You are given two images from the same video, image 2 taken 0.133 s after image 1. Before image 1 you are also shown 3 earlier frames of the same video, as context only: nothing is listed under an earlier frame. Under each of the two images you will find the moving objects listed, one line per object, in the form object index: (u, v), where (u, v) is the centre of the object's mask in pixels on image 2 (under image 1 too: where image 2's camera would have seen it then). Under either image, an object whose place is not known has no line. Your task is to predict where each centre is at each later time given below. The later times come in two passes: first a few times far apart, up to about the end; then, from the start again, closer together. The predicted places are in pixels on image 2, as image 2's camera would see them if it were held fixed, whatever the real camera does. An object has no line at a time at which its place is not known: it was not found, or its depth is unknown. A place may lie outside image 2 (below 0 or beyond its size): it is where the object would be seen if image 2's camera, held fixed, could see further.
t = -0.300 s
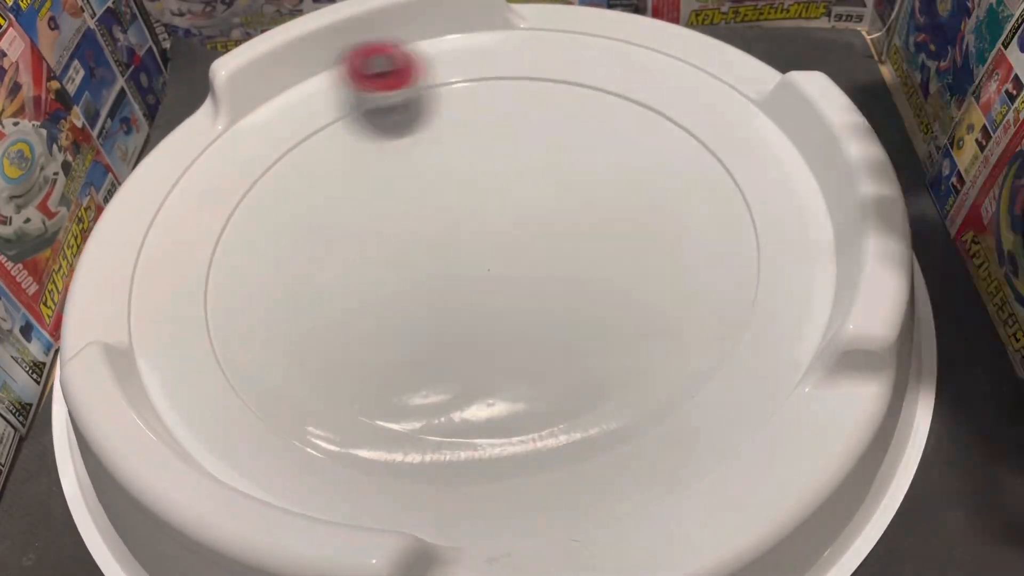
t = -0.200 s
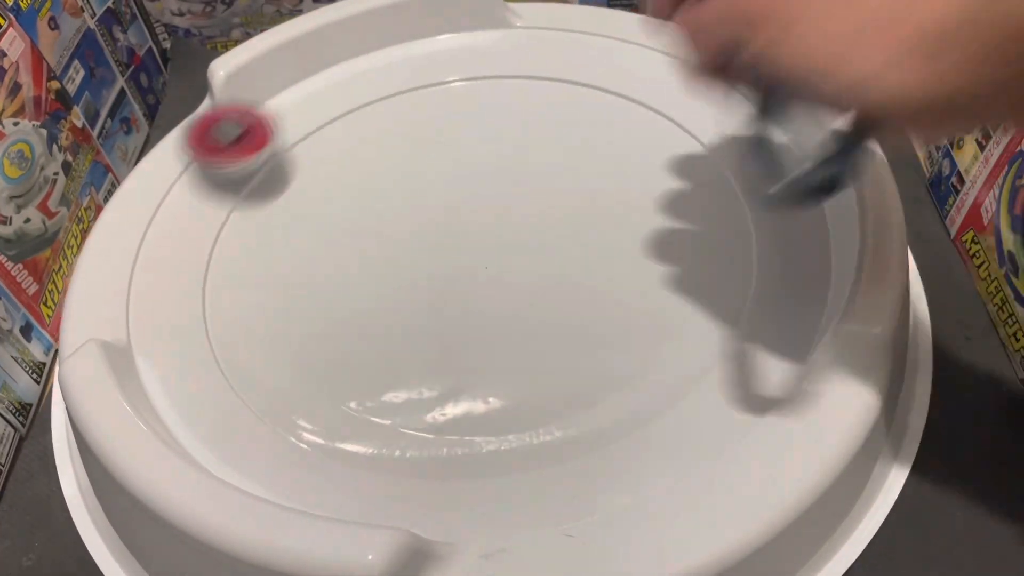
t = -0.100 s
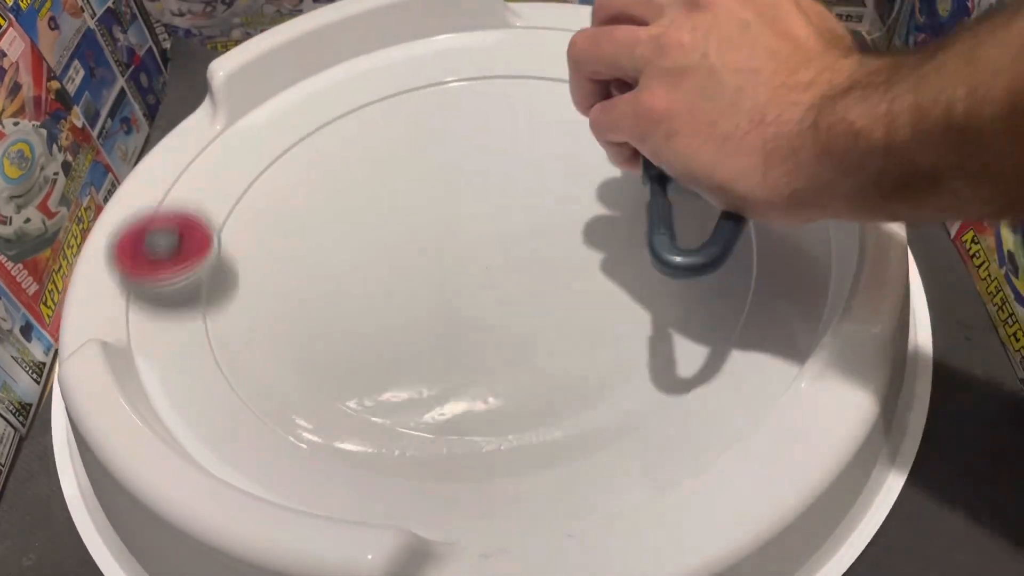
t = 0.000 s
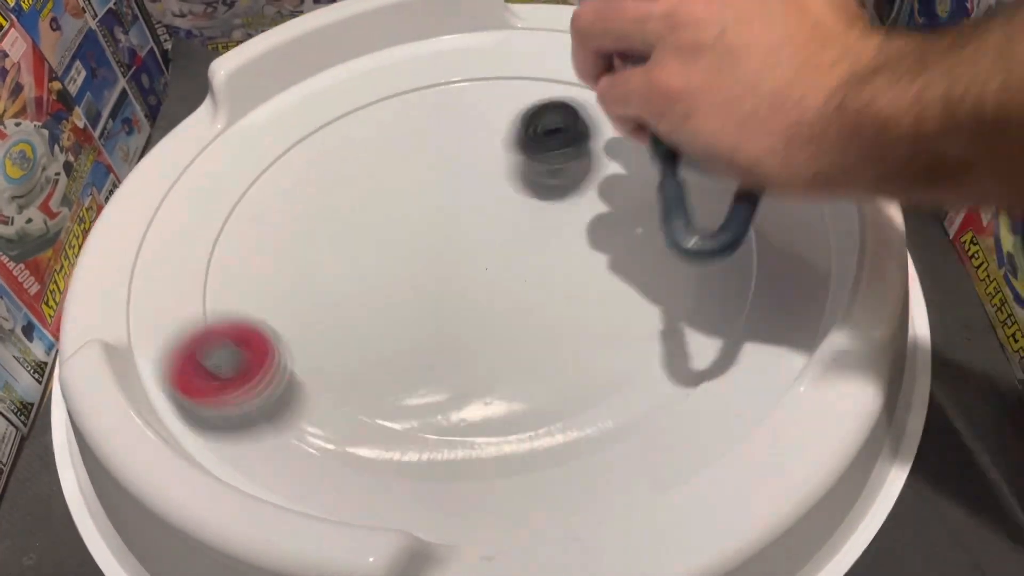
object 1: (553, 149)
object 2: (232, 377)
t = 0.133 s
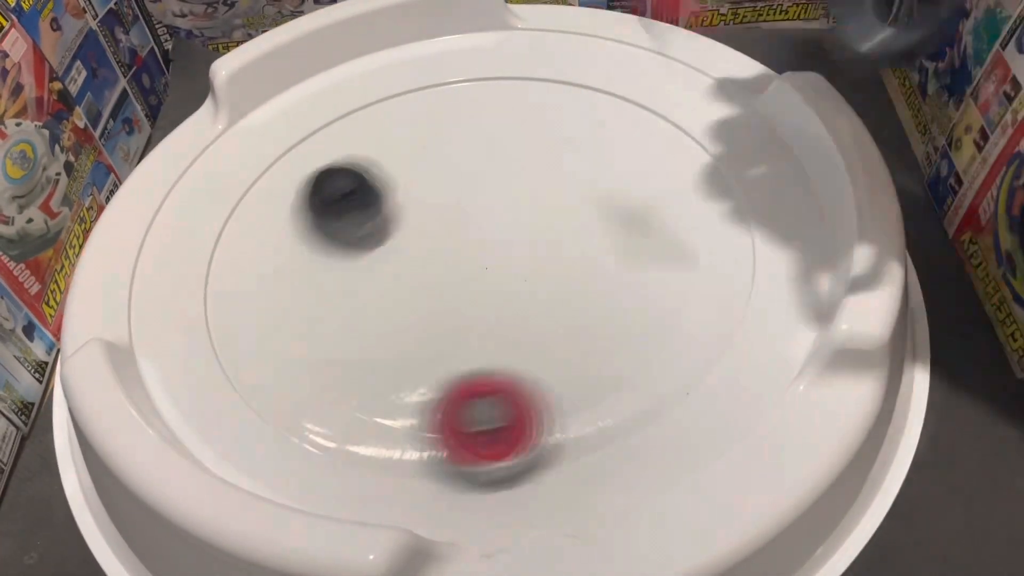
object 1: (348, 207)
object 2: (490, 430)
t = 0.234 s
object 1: (254, 329)
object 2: (670, 340)
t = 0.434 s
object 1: (650, 399)
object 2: (640, 101)
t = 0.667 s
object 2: (277, 155)
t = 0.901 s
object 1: (214, 255)
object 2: (362, 426)
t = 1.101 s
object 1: (624, 415)
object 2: (732, 305)
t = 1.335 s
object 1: (600, 136)
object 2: (531, 41)
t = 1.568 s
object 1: (194, 219)
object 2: (586, 127)
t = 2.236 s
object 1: (640, 154)
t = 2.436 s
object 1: (377, 99)
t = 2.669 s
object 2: (714, 198)
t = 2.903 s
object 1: (644, 295)
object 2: (535, 136)
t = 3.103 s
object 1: (603, 92)
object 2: (391, 279)
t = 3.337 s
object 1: (311, 164)
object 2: (556, 414)
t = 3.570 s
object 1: (461, 379)
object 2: (689, 257)
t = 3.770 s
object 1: (741, 247)
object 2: (490, 195)
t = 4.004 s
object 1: (536, 94)
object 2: (272, 302)
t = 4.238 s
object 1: (318, 266)
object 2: (414, 433)
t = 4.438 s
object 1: (494, 439)
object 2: (576, 291)
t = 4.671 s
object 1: (727, 226)
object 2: (435, 150)
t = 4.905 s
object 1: (469, 144)
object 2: (237, 204)
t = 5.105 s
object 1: (253, 277)
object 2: (337, 335)
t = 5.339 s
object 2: (588, 245)
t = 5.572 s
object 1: (666, 244)
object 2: (536, 90)
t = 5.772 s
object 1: (465, 126)
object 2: (377, 135)
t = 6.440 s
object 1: (405, 207)
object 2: (728, 291)
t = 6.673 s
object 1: (259, 179)
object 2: (665, 147)
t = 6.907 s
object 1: (258, 273)
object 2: (477, 174)
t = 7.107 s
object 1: (400, 321)
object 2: (439, 210)
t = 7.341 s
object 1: (569, 388)
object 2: (462, 87)
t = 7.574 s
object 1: (678, 174)
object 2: (389, 157)
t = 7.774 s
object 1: (566, 86)
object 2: (451, 260)
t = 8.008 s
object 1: (364, 143)
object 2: (608, 301)
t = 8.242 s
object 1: (363, 328)
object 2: (711, 240)
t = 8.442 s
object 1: (563, 375)
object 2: (594, 225)
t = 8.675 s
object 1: (688, 232)
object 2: (436, 283)
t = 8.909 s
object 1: (512, 166)
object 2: (349, 369)
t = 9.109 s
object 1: (346, 240)
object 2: (436, 377)
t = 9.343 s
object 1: (372, 390)
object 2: (463, 261)
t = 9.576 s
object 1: (590, 328)
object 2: (391, 178)
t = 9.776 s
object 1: (548, 197)
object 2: (333, 199)
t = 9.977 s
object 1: (390, 166)
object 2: (433, 245)
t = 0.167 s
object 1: (306, 240)
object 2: (562, 410)
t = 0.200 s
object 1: (273, 282)
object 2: (622, 378)
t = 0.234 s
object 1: (254, 329)
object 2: (670, 340)
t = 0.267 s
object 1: (254, 378)
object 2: (702, 295)
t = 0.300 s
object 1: (308, 419)
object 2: (720, 249)
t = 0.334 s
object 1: (382, 452)
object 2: (722, 203)
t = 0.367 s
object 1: (471, 458)
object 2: (710, 162)
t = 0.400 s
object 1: (570, 438)
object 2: (683, 125)
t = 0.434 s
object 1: (650, 399)
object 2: (640, 101)
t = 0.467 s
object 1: (702, 350)
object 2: (587, 84)
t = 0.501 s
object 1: (729, 297)
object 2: (535, 75)
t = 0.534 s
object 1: (734, 246)
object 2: (480, 75)
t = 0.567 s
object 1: (718, 200)
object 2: (425, 82)
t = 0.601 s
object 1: (688, 159)
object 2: (371, 99)
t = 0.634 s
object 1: (648, 127)
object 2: (321, 123)
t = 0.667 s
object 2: (277, 155)
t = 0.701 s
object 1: (548, 86)
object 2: (247, 191)
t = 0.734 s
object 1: (487, 78)
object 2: (227, 233)
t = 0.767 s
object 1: (421, 83)
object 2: (222, 277)
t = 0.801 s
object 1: (357, 105)
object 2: (232, 323)
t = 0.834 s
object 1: (292, 142)
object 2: (260, 366)
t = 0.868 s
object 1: (244, 193)
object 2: (303, 401)
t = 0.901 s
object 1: (214, 255)
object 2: (362, 426)
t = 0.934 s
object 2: (434, 435)
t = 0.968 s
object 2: (509, 433)
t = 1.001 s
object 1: (327, 434)
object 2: (581, 418)
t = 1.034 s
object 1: (425, 458)
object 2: (647, 389)
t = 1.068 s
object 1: (531, 450)
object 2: (702, 351)
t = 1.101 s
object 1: (624, 415)
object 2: (732, 305)
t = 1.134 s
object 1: (692, 365)
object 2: (744, 252)
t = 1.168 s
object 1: (728, 300)
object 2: (738, 205)
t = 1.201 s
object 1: (742, 243)
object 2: (716, 164)
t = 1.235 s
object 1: (735, 193)
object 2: (685, 127)
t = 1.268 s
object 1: (712, 180)
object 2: (631, 82)
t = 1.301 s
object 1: (644, 153)
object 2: (536, 32)
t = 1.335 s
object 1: (600, 136)
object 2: (531, 41)
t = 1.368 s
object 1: (550, 122)
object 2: (524, 44)
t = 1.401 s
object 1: (495, 112)
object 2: (527, 56)
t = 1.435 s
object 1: (413, 119)
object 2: (550, 73)
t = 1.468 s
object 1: (338, 127)
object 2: (572, 84)
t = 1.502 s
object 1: (281, 147)
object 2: (583, 96)
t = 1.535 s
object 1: (237, 183)
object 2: (589, 114)
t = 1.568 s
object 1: (194, 219)
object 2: (586, 127)
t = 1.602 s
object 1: (149, 249)
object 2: (577, 140)
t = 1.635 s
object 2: (564, 150)
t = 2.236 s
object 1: (640, 154)
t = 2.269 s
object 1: (612, 121)
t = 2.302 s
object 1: (578, 93)
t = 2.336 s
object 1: (536, 74)
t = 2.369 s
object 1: (483, 74)
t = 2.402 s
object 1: (429, 87)
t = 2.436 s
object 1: (377, 99)
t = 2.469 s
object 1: (328, 121)
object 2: (542, 317)
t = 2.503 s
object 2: (584, 310)
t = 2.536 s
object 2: (624, 296)
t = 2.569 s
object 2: (658, 276)
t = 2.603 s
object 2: (684, 251)
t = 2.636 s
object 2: (704, 224)
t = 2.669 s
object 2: (714, 198)
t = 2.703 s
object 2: (712, 172)
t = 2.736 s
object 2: (697, 150)
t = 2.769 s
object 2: (671, 133)
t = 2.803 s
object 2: (641, 124)
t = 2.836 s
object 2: (606, 122)
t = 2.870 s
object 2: (571, 127)
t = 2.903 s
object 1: (644, 295)
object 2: (535, 136)
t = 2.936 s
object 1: (670, 253)
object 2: (500, 151)
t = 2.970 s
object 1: (684, 212)
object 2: (468, 171)
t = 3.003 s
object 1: (687, 171)
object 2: (440, 194)
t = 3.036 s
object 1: (679, 133)
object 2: (417, 221)
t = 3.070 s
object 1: (644, 108)
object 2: (400, 249)
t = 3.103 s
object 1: (603, 92)
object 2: (391, 279)
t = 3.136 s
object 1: (558, 79)
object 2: (390, 308)
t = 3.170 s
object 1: (508, 76)
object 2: (397, 338)
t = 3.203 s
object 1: (456, 81)
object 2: (413, 364)
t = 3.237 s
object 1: (409, 93)
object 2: (439, 387)
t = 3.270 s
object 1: (369, 110)
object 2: (473, 403)
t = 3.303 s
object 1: (336, 134)
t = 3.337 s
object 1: (311, 164)
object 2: (556, 414)
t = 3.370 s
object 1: (295, 197)
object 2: (600, 409)
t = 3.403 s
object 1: (291, 236)
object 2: (642, 394)
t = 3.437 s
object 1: (299, 274)
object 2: (675, 368)
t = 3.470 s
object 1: (321, 310)
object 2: (697, 339)
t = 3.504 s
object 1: (356, 342)
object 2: (707, 309)
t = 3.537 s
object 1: (403, 366)
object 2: (704, 281)
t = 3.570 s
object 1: (461, 379)
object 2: (689, 257)
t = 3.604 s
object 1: (522, 380)
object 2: (666, 236)
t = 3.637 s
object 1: (583, 370)
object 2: (637, 219)
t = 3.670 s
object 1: (639, 349)
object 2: (604, 206)
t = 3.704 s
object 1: (687, 320)
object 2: (568, 198)
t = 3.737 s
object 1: (724, 287)
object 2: (530, 194)
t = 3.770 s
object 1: (741, 247)
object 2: (490, 195)
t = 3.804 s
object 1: (732, 209)
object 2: (452, 200)
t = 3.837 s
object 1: (713, 170)
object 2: (414, 208)
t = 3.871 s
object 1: (684, 140)
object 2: (379, 220)
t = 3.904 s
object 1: (653, 116)
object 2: (345, 236)
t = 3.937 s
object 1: (618, 101)
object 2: (315, 255)
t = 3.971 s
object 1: (578, 94)
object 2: (291, 277)
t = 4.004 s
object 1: (536, 94)
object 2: (272, 302)
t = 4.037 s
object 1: (493, 102)
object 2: (259, 329)
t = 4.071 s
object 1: (453, 117)
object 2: (254, 355)
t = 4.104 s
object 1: (415, 136)
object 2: (261, 382)
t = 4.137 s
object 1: (381, 162)
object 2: (279, 407)
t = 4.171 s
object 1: (351, 194)
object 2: (319, 426)
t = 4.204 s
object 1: (329, 228)
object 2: (365, 435)
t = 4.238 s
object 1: (318, 266)
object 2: (414, 433)
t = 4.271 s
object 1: (318, 305)
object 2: (459, 423)
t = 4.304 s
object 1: (330, 343)
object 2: (498, 404)
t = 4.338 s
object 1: (354, 377)
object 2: (533, 379)
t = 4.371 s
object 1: (391, 406)
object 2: (557, 350)
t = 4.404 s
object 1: (440, 428)
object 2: (572, 320)
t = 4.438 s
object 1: (494, 439)
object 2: (576, 291)
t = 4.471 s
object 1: (554, 440)
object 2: (573, 262)
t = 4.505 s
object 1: (612, 412)
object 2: (562, 234)
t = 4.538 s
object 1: (661, 380)
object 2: (545, 211)
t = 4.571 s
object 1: (701, 345)
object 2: (523, 191)
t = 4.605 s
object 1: (727, 308)
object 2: (497, 173)
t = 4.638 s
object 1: (733, 265)
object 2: (467, 160)
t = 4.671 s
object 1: (727, 226)
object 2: (435, 150)
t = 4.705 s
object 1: (708, 195)
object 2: (402, 145)
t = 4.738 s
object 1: (680, 170)
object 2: (370, 144)
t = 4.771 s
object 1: (646, 152)
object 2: (337, 147)
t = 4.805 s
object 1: (606, 142)
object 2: (306, 154)
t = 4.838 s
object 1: (562, 137)
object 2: (278, 166)
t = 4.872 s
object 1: (517, 137)
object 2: (255, 183)
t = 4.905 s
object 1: (469, 144)
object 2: (237, 204)
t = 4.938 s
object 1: (425, 155)
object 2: (229, 229)
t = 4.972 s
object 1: (384, 171)
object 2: (230, 256)
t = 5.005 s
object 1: (345, 191)
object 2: (242, 283)
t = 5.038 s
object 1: (311, 217)
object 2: (265, 305)
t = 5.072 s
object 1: (278, 240)
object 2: (299, 323)
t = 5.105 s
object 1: (253, 277)
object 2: (337, 335)
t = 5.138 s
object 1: (245, 315)
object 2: (382, 341)
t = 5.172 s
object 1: (242, 350)
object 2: (426, 340)
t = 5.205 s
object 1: (251, 385)
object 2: (469, 331)
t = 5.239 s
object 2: (509, 315)
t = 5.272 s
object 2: (543, 296)
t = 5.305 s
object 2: (569, 271)
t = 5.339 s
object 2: (588, 245)
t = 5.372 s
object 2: (600, 218)
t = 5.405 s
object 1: (592, 417)
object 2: (604, 190)
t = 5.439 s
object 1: (635, 386)
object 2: (602, 164)
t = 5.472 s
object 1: (661, 351)
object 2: (592, 141)
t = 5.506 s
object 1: (674, 316)
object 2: (578, 119)
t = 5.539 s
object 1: (676, 279)
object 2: (558, 103)
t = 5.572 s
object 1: (666, 244)
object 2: (536, 90)
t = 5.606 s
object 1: (646, 212)
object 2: (508, 83)
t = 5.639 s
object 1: (620, 186)
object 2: (479, 82)
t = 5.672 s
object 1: (587, 165)
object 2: (449, 86)
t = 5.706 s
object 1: (549, 148)
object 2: (420, 98)
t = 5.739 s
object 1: (508, 137)
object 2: (396, 113)
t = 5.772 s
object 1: (465, 126)
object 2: (377, 135)
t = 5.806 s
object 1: (452, 124)
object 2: (321, 155)
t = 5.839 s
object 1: (452, 135)
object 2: (252, 178)
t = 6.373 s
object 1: (469, 293)
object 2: (708, 342)
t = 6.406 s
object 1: (437, 248)
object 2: (725, 316)
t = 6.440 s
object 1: (405, 207)
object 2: (728, 291)
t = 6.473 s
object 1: (377, 177)
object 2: (721, 263)
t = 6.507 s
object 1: (349, 153)
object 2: (715, 238)
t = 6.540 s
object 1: (319, 129)
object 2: (711, 215)
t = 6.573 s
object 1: (295, 121)
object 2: (707, 193)
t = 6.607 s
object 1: (285, 150)
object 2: (698, 175)
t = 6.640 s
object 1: (272, 167)
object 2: (683, 159)
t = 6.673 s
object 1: (259, 179)
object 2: (665, 147)
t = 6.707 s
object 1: (246, 188)
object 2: (642, 140)
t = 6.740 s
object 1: (237, 202)
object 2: (616, 137)
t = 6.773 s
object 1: (230, 214)
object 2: (588, 137)
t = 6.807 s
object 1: (228, 229)
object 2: (559, 141)
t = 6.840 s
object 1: (228, 244)
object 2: (531, 149)
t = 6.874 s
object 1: (238, 261)
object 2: (504, 160)
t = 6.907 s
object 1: (258, 273)
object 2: (477, 174)
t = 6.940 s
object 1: (287, 281)
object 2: (452, 189)
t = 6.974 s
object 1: (321, 283)
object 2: (431, 206)
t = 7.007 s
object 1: (353, 283)
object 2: (416, 221)
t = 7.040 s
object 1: (369, 294)
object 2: (422, 220)
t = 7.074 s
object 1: (390, 300)
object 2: (427, 222)
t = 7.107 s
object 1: (400, 321)
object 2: (439, 210)
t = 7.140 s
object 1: (402, 364)
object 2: (462, 174)
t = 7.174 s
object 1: (409, 398)
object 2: (477, 144)
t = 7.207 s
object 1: (424, 420)
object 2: (486, 124)
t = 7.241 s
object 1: (450, 426)
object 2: (488, 109)
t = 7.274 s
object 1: (483, 423)
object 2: (484, 100)
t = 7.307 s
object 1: (525, 409)
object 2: (475, 93)
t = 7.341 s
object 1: (569, 388)
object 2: (462, 87)
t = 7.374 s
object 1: (606, 363)
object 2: (446, 85)
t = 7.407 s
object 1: (638, 333)
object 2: (429, 87)
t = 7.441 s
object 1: (661, 304)
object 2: (413, 94)
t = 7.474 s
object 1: (676, 273)
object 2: (400, 105)
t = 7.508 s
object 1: (683, 243)
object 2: (392, 120)
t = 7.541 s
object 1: (683, 201)
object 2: (390, 137)
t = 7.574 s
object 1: (678, 174)
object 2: (389, 157)
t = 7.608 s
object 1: (673, 160)
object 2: (392, 176)
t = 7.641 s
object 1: (658, 141)
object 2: (398, 194)
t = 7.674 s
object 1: (643, 119)
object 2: (408, 213)
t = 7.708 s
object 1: (619, 106)
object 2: (420, 230)
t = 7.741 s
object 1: (594, 94)
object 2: (434, 245)
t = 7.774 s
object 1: (566, 86)
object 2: (451, 260)
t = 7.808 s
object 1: (535, 82)
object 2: (470, 272)
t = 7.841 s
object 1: (504, 83)
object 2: (490, 282)
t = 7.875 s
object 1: (471, 88)
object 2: (512, 290)
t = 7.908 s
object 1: (441, 98)
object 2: (536, 297)
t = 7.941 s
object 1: (413, 111)
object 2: (559, 300)
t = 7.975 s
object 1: (385, 124)
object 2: (584, 302)
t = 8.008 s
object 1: (364, 143)
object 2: (608, 301)
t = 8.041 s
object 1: (346, 167)
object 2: (630, 298)
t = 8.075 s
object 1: (337, 197)
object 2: (653, 293)
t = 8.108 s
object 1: (330, 224)
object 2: (673, 284)
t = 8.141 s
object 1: (328, 252)
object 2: (690, 274)
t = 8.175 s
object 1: (334, 279)
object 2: (704, 264)
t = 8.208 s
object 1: (344, 304)
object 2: (711, 252)
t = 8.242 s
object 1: (363, 328)
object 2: (711, 240)
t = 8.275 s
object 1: (386, 348)
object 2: (701, 230)
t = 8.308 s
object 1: (415, 364)
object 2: (685, 225)
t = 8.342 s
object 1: (450, 375)
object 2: (665, 221)
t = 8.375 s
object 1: (486, 380)
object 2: (642, 220)
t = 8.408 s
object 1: (524, 380)
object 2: (618, 221)
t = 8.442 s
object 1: (563, 375)
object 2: (594, 225)
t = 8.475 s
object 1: (598, 364)
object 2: (569, 230)
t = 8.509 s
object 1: (632, 347)
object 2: (545, 237)
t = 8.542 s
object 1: (659, 326)
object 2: (522, 245)
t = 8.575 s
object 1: (678, 302)
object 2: (499, 253)
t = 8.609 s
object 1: (690, 279)
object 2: (477, 263)
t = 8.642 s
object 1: (693, 255)
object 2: (456, 273)
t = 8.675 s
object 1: (688, 232)
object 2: (436, 283)
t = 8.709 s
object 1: (676, 212)
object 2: (418, 294)
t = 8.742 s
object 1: (657, 194)
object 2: (401, 305)
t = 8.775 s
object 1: (633, 180)
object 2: (385, 318)
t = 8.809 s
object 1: (606, 171)
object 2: (372, 330)
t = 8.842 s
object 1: (575, 165)
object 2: (361, 343)
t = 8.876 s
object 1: (544, 164)
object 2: (353, 356)
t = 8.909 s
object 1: (512, 166)
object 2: (349, 369)
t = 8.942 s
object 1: (480, 172)
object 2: (350, 381)
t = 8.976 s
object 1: (448, 178)
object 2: (358, 391)
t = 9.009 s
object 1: (418, 190)
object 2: (374, 397)
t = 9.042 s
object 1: (391, 204)
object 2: (395, 396)
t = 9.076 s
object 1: (367, 220)
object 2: (417, 389)
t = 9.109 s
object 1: (346, 240)
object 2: (436, 377)
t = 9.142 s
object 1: (331, 261)
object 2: (450, 361)
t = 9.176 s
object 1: (320, 284)
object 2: (460, 346)
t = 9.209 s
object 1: (316, 308)
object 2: (466, 328)
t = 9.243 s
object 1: (321, 333)
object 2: (469, 311)
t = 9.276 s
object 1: (331, 355)
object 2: (470, 294)
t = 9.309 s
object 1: (348, 374)
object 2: (468, 278)
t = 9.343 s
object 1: (372, 390)
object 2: (463, 261)
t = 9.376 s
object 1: (401, 400)
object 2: (457, 246)
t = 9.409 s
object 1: (439, 405)
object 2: (448, 232)
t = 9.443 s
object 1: (477, 401)
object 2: (439, 219)
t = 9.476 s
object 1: (515, 390)
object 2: (428, 207)
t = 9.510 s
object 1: (547, 374)
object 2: (417, 196)
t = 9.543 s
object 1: (572, 352)
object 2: (405, 186)
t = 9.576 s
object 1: (590, 328)
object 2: (391, 178)
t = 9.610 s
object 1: (599, 302)
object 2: (378, 173)
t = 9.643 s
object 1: (601, 276)
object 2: (364, 169)
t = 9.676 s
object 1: (595, 254)
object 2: (350, 171)
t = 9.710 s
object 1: (584, 231)
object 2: (338, 176)
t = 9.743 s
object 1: (568, 213)
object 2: (332, 186)
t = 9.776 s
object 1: (548, 197)
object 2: (333, 199)
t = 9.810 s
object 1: (525, 184)
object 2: (341, 211)
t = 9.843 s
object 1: (501, 174)
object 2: (354, 223)
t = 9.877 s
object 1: (473, 168)
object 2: (372, 231)
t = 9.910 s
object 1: (447, 164)
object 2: (391, 238)
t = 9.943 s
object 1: (419, 159)
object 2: (412, 243)
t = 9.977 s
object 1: (390, 166)
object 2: (433, 245)
